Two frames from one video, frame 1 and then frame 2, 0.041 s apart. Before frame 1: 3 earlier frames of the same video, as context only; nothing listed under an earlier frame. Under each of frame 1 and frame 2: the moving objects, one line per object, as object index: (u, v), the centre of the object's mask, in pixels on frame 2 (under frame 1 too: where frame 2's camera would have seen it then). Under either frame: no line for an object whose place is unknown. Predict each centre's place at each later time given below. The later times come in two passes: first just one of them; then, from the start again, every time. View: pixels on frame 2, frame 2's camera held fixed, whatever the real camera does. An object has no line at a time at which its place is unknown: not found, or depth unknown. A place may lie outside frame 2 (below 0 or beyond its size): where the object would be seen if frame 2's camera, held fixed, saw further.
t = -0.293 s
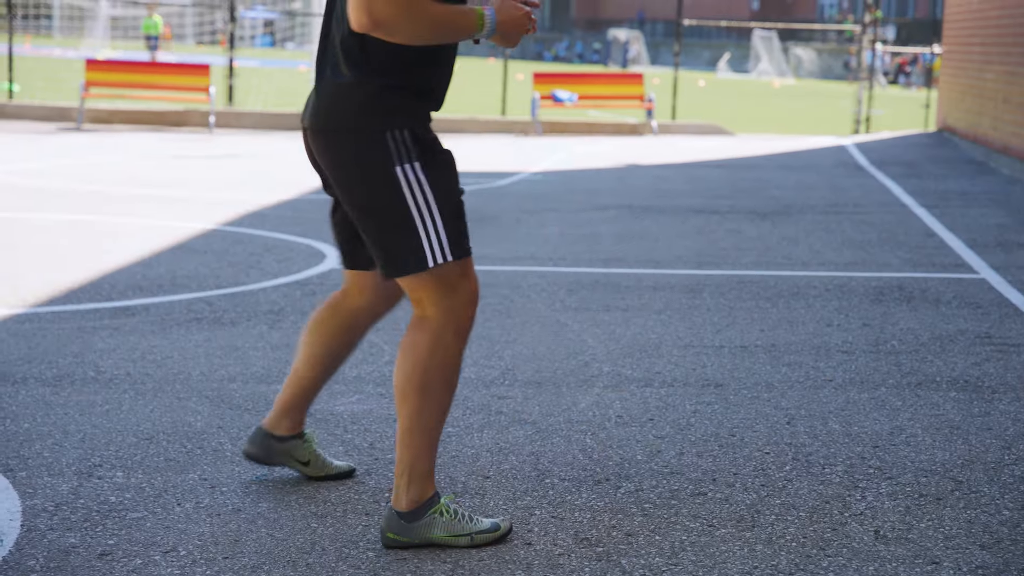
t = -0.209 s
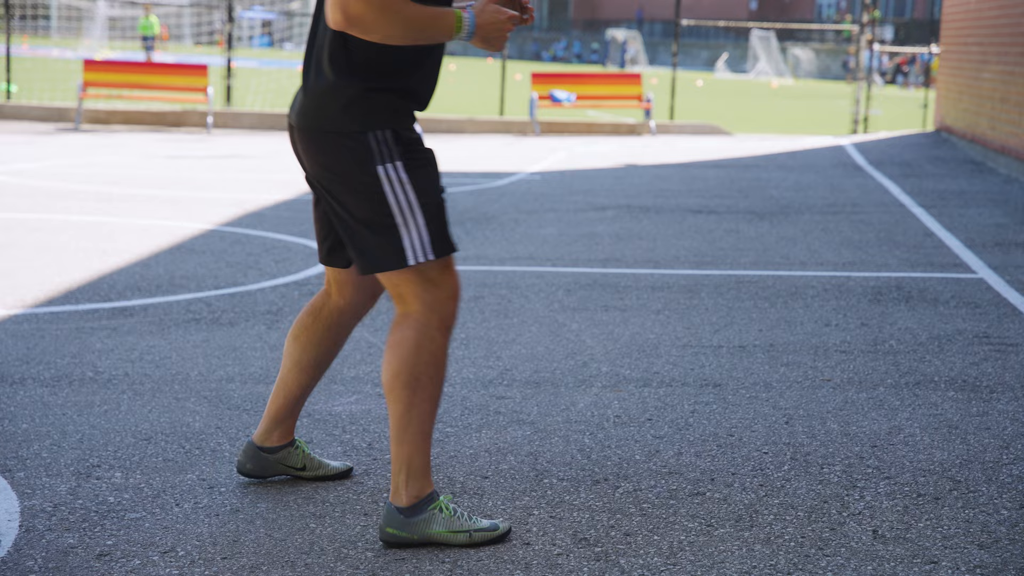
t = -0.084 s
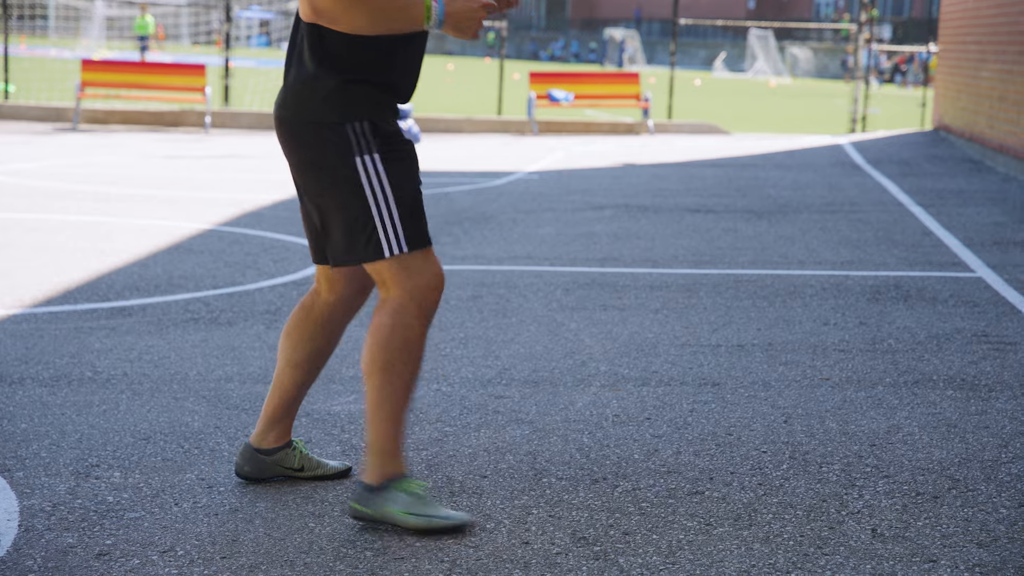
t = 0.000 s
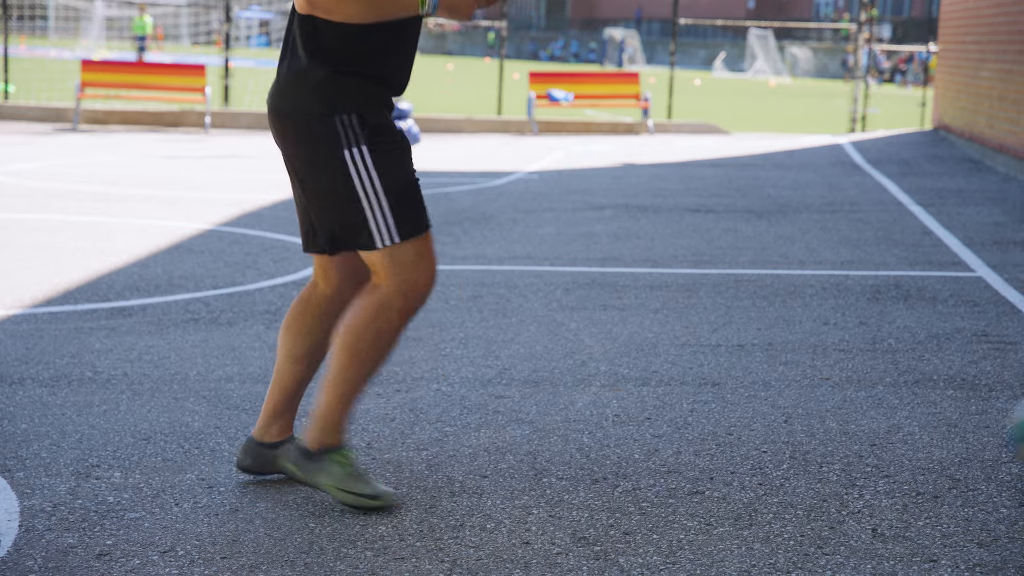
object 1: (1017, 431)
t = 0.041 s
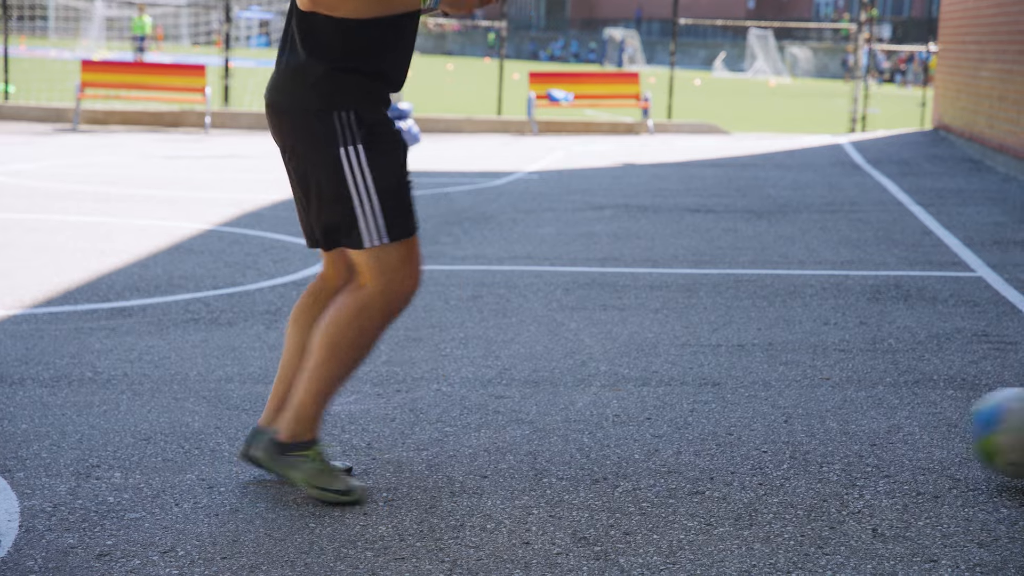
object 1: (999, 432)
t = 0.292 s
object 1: (772, 432)
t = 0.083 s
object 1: (974, 435)
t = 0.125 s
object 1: (932, 441)
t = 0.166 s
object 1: (889, 434)
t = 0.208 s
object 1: (849, 434)
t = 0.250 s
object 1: (810, 439)
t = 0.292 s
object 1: (772, 432)
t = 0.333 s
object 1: (733, 432)
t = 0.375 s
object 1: (692, 436)
